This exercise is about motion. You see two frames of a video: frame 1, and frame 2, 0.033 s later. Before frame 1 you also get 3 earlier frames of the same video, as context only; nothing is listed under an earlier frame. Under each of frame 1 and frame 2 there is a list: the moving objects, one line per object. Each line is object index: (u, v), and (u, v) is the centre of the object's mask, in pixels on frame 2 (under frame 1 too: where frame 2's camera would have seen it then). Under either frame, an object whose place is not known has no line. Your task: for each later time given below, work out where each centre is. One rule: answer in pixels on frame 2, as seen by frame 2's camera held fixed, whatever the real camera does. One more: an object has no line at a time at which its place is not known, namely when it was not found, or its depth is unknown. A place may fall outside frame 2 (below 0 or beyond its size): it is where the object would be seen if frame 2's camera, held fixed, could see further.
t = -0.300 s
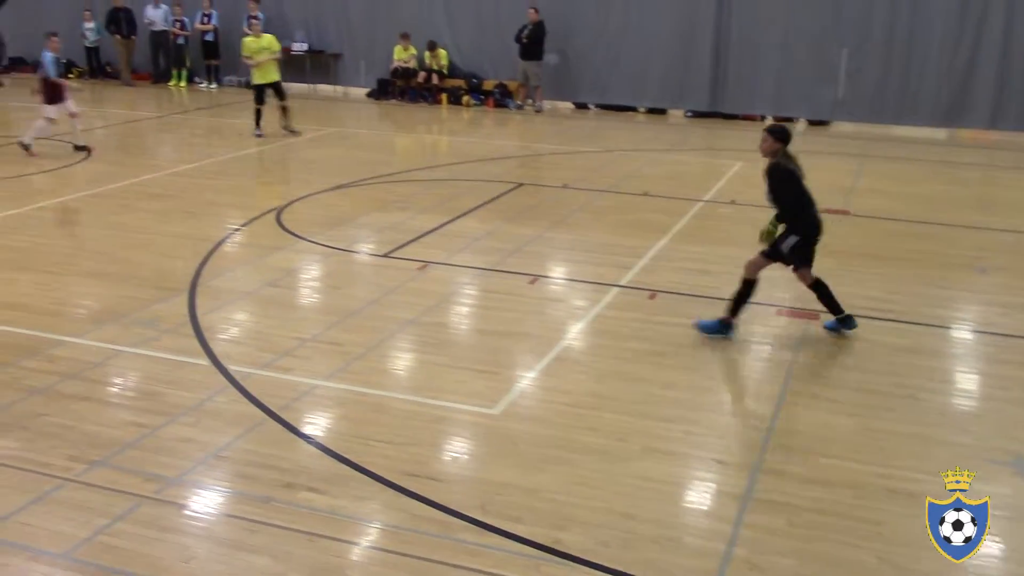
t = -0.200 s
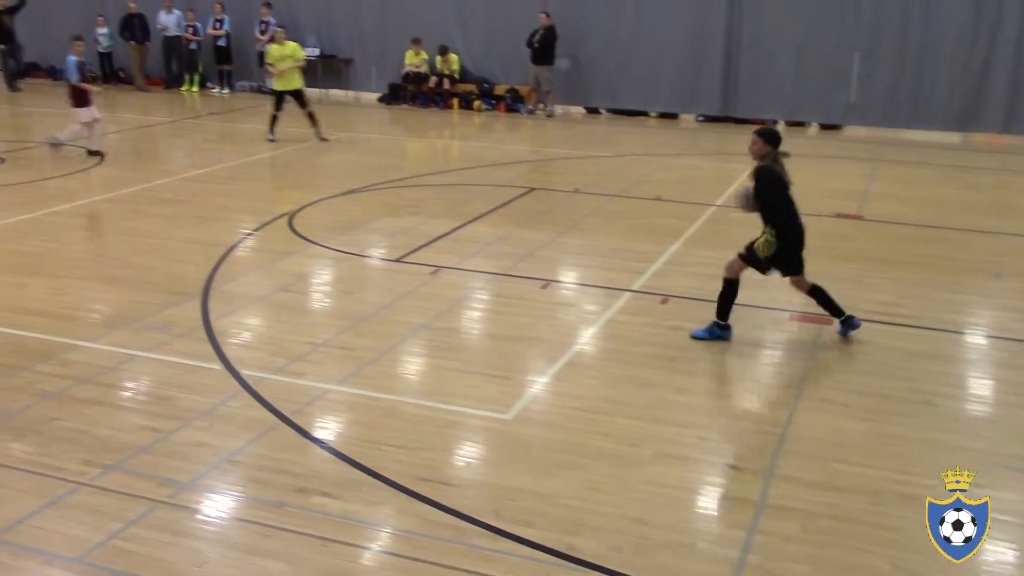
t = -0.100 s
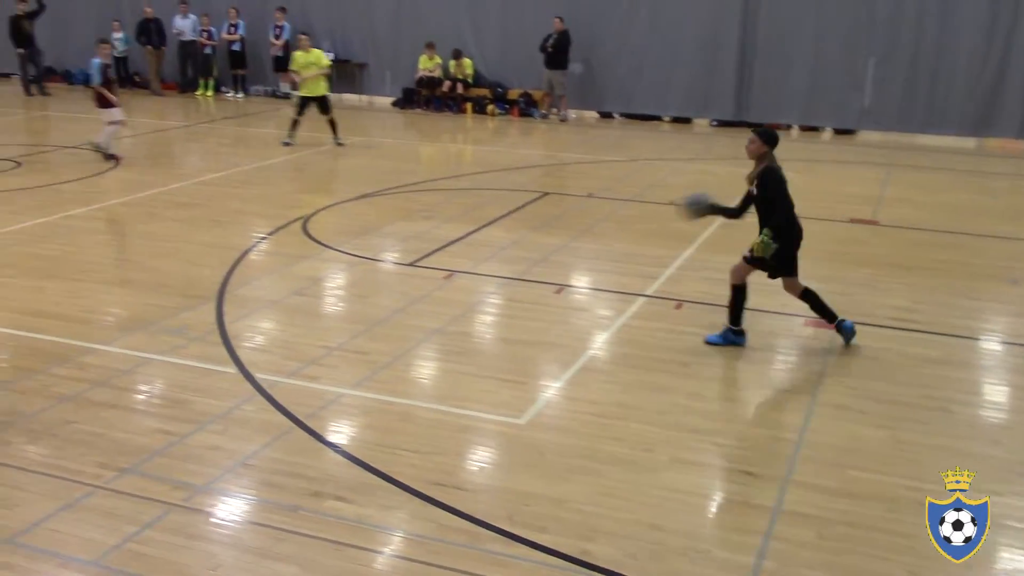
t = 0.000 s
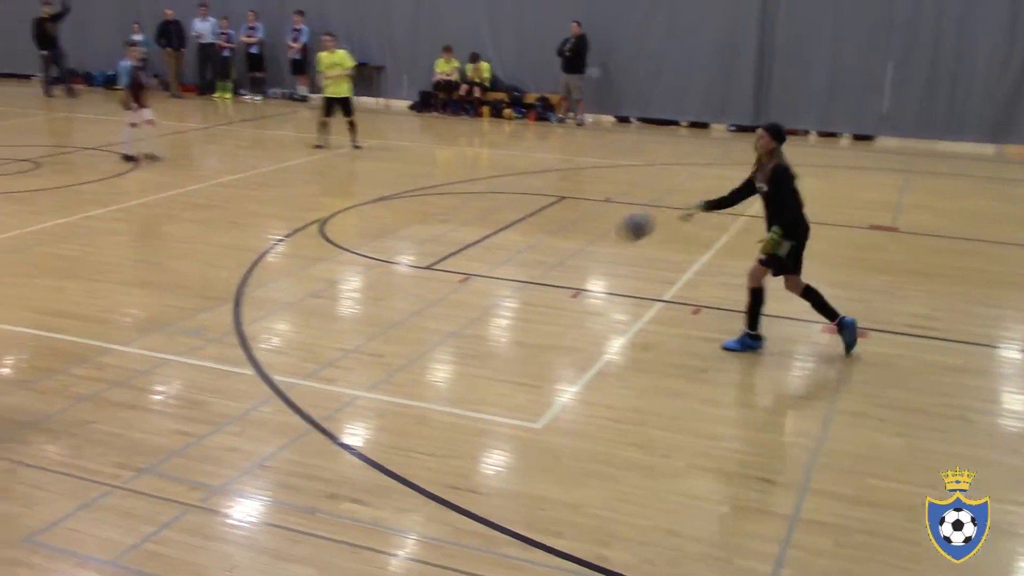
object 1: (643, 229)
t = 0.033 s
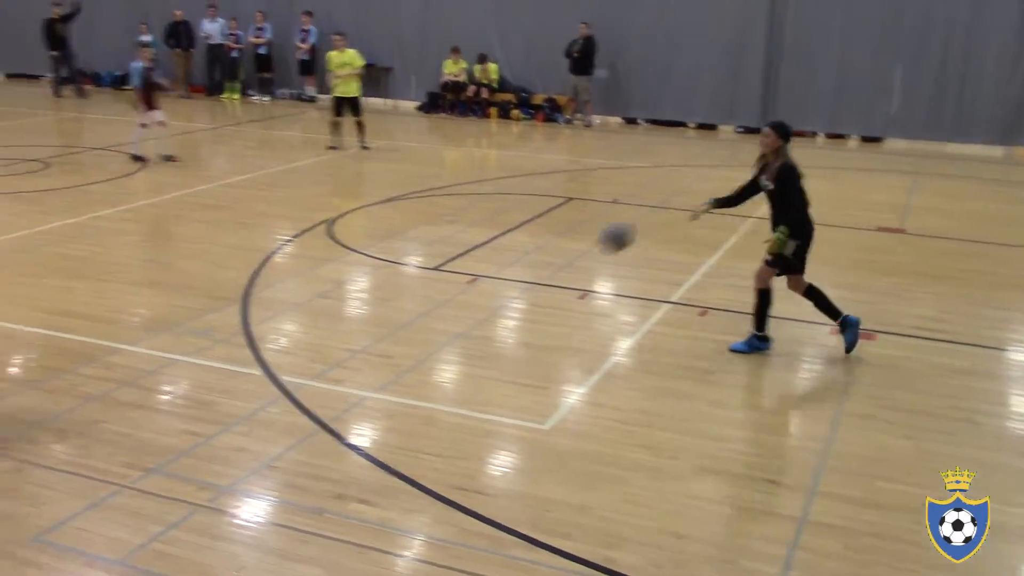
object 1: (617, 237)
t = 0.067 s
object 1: (591, 247)
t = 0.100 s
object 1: (562, 260)
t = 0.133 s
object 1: (535, 274)
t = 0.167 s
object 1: (505, 291)
